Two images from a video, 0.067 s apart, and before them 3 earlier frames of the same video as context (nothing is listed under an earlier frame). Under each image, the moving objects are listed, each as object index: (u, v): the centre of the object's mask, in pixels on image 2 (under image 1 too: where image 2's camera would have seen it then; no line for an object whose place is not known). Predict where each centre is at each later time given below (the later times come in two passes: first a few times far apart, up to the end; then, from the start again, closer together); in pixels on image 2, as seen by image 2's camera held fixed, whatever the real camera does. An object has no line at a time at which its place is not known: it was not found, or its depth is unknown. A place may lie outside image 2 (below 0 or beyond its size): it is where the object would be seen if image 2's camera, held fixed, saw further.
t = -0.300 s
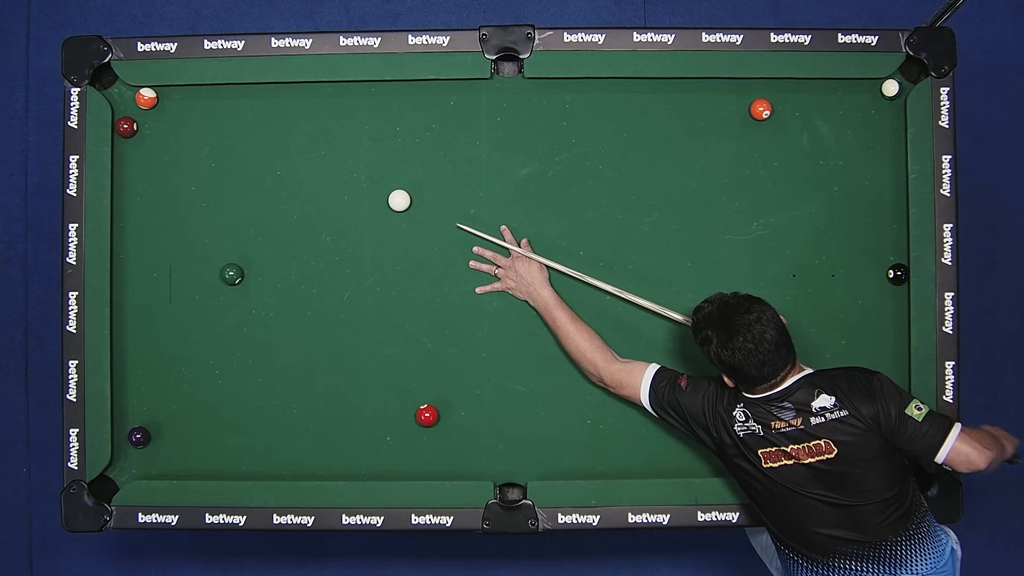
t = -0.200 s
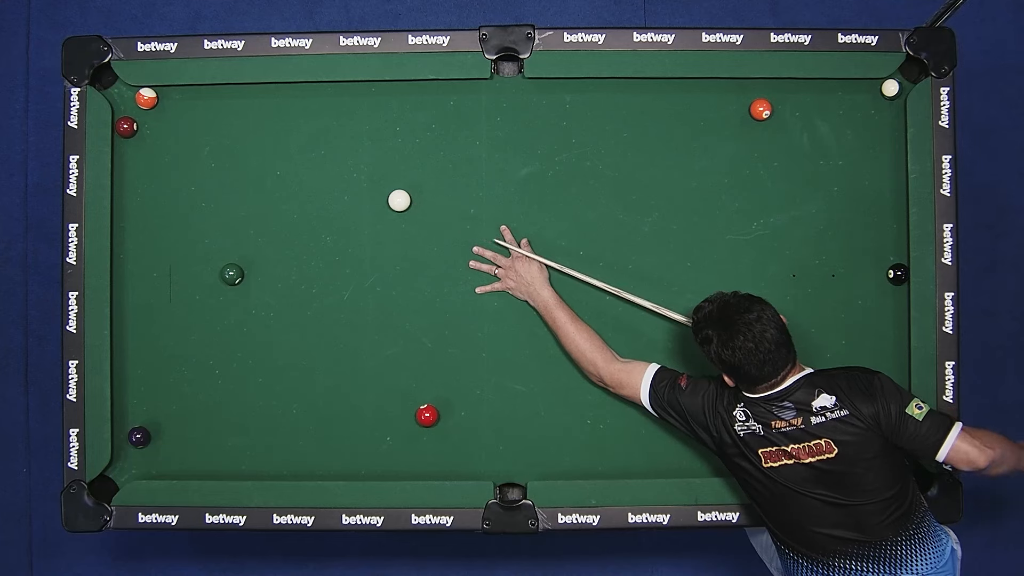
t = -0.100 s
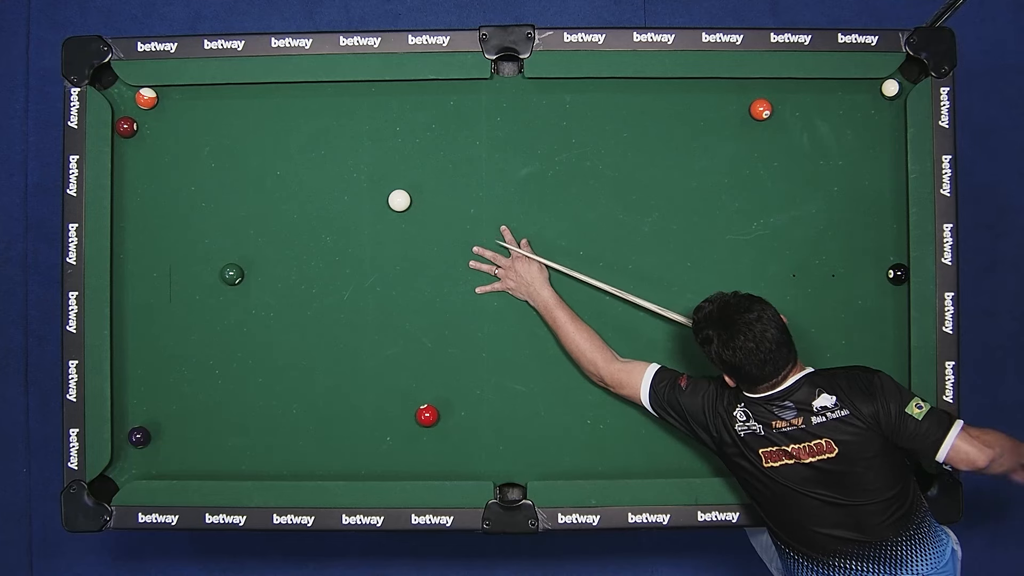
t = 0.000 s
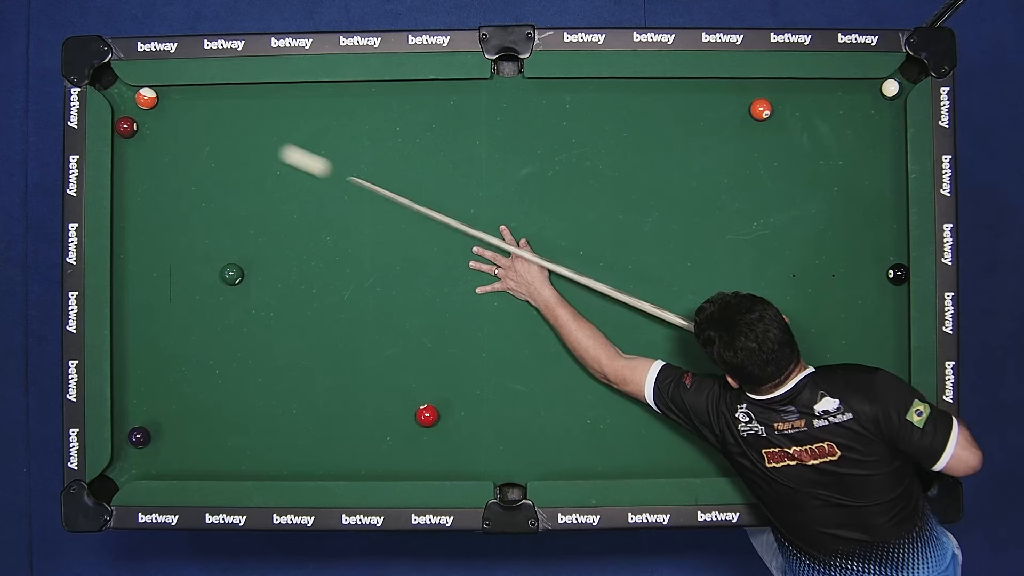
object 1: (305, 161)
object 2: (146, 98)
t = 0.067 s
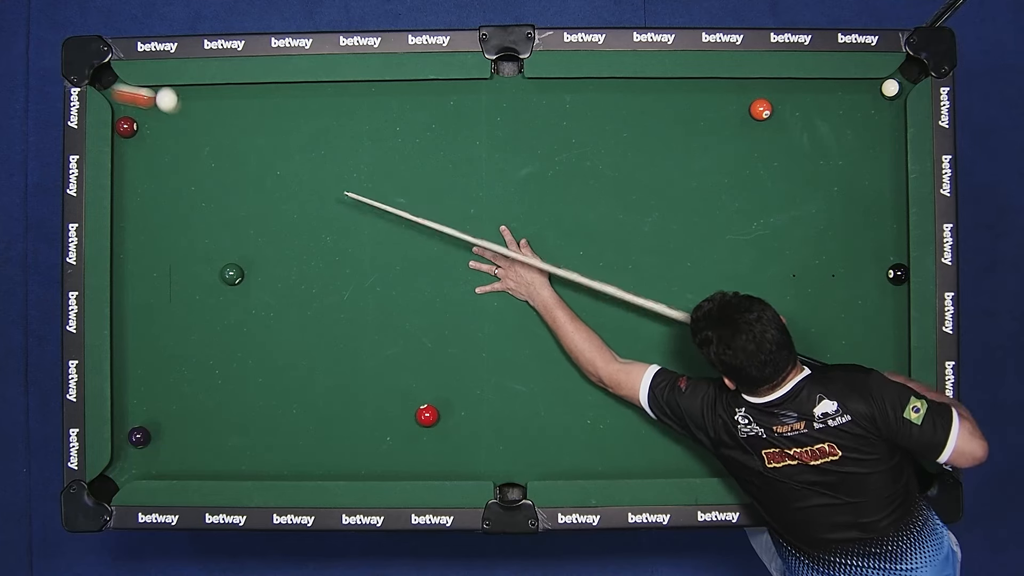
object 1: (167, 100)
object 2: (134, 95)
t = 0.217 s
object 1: (184, 137)
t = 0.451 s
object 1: (249, 209)
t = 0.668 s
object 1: (340, 274)
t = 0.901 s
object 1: (438, 345)
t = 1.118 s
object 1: (528, 408)
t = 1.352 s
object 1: (620, 465)
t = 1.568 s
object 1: (683, 436)
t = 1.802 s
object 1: (749, 411)
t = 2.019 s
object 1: (807, 389)
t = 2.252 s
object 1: (867, 365)
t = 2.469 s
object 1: (889, 349)
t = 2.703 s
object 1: (862, 339)
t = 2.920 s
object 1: (839, 331)
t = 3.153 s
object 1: (816, 323)
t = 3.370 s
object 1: (798, 317)
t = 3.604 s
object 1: (780, 311)
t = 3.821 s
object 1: (765, 306)
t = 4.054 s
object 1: (752, 302)
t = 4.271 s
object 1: (742, 299)
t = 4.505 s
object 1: (734, 297)
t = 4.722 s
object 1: (728, 295)
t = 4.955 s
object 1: (725, 294)
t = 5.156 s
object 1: (724, 294)
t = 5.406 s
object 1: (724, 294)
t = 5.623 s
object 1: (724, 294)
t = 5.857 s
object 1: (724, 294)
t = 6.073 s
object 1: (724, 294)
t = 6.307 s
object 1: (724, 294)
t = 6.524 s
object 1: (724, 294)
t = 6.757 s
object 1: (724, 294)
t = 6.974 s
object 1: (724, 294)
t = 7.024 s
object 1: (724, 294)
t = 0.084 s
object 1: (167, 95)
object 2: (107, 83)
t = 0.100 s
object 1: (168, 100)
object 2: (105, 73)
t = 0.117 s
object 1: (170, 105)
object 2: (102, 73)
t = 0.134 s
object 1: (172, 111)
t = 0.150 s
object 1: (173, 116)
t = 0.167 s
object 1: (176, 121)
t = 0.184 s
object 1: (178, 126)
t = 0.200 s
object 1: (181, 132)
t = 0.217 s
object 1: (184, 137)
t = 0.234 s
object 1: (187, 142)
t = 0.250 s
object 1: (190, 147)
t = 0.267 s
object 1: (194, 153)
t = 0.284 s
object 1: (198, 158)
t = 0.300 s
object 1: (202, 163)
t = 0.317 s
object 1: (206, 168)
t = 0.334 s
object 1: (211, 173)
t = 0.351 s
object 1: (216, 178)
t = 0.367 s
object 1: (221, 183)
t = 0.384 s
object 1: (226, 188)
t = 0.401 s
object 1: (231, 194)
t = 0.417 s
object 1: (237, 199)
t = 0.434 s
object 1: (243, 204)
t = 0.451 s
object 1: (249, 209)
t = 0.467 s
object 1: (256, 214)
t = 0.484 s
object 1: (263, 219)
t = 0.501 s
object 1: (270, 224)
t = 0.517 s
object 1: (276, 229)
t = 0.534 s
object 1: (284, 234)
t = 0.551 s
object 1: (291, 239)
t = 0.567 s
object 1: (298, 244)
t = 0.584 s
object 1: (305, 249)
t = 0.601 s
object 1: (312, 254)
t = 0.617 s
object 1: (319, 259)
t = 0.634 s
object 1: (326, 264)
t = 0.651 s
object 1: (333, 269)
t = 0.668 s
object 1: (340, 274)
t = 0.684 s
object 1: (347, 279)
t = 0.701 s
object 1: (354, 284)
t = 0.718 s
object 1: (361, 289)
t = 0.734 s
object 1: (368, 295)
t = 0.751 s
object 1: (375, 299)
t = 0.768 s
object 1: (382, 305)
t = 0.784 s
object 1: (389, 310)
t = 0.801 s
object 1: (396, 315)
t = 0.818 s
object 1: (403, 320)
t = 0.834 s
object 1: (410, 325)
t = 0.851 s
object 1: (417, 330)
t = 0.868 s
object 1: (424, 335)
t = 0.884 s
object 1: (431, 340)
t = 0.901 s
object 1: (438, 345)
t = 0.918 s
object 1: (445, 349)
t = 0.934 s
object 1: (452, 355)
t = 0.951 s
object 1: (459, 359)
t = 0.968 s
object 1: (466, 365)
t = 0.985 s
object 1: (473, 369)
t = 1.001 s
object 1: (480, 374)
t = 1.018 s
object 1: (487, 379)
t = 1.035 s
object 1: (494, 384)
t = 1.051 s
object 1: (500, 389)
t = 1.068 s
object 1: (508, 394)
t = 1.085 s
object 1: (514, 399)
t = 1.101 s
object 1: (521, 404)
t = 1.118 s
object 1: (528, 408)
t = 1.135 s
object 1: (535, 413)
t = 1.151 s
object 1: (542, 418)
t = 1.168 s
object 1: (548, 423)
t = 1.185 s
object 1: (555, 428)
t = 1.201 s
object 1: (562, 432)
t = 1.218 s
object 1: (569, 437)
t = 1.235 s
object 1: (576, 442)
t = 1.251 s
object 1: (582, 447)
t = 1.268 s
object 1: (589, 452)
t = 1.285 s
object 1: (596, 456)
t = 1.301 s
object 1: (603, 461)
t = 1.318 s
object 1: (609, 466)
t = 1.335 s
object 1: (615, 468)
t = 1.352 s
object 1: (620, 465)
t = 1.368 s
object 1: (625, 462)
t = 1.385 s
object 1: (629, 459)
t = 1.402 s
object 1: (635, 456)
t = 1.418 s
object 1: (640, 453)
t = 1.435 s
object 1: (645, 451)
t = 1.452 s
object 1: (649, 450)
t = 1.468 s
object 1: (654, 448)
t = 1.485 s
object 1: (659, 446)
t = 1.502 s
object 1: (664, 444)
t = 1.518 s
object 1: (669, 442)
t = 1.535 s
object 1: (674, 440)
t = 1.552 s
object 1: (678, 438)
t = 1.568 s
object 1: (683, 436)
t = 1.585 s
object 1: (688, 435)
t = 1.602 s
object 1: (693, 433)
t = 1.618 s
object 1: (697, 431)
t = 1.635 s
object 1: (702, 429)
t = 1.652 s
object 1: (707, 427)
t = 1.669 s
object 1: (712, 425)
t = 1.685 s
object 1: (716, 424)
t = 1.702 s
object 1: (721, 422)
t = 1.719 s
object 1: (726, 420)
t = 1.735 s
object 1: (731, 418)
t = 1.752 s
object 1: (735, 417)
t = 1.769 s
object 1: (740, 415)
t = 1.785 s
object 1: (744, 413)
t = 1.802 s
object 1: (749, 411)
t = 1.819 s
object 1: (754, 409)
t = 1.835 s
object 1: (758, 408)
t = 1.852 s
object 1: (763, 406)
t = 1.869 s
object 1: (767, 404)
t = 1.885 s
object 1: (772, 402)
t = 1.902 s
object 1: (776, 400)
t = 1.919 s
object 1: (781, 399)
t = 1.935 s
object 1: (785, 397)
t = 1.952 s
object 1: (790, 395)
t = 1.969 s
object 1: (794, 394)
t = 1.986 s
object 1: (799, 392)
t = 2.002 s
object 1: (803, 390)
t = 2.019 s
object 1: (807, 389)
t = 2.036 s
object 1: (812, 387)
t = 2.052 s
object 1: (816, 385)
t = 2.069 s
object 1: (821, 383)
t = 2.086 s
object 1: (825, 382)
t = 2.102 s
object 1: (829, 380)
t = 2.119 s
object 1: (833, 379)
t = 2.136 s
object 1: (837, 377)
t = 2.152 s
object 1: (842, 375)
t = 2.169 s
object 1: (846, 373)
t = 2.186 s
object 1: (850, 372)
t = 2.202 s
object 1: (855, 370)
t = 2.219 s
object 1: (859, 368)
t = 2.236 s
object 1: (863, 367)
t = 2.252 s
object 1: (867, 365)
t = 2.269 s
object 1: (871, 364)
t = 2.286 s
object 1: (875, 362)
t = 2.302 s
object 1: (879, 361)
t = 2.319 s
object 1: (883, 359)
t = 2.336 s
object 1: (888, 357)
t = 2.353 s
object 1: (892, 356)
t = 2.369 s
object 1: (896, 354)
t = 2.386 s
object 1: (899, 353)
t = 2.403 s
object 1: (898, 352)
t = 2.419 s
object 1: (895, 351)
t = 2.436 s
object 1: (893, 350)
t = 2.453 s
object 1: (891, 350)
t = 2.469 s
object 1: (889, 349)
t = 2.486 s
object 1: (887, 348)
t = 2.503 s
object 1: (884, 347)
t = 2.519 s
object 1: (882, 347)
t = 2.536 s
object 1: (881, 346)
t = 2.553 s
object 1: (879, 345)
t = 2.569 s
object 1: (877, 345)
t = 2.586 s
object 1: (875, 344)
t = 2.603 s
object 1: (873, 343)
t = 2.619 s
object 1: (871, 343)
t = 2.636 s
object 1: (869, 342)
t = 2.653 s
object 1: (867, 341)
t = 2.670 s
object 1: (865, 340)
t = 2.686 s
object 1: (863, 340)
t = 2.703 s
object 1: (862, 339)
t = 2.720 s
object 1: (860, 338)
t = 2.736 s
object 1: (858, 338)
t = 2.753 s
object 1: (856, 337)
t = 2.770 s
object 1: (854, 337)
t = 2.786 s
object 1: (853, 336)
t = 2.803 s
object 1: (851, 335)
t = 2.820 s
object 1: (849, 335)
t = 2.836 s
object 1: (847, 334)
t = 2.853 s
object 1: (846, 333)
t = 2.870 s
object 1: (844, 333)
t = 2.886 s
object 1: (842, 332)
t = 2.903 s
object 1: (840, 332)
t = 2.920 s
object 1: (839, 331)
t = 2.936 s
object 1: (837, 330)
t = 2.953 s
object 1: (835, 330)
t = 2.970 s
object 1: (834, 329)
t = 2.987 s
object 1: (832, 329)
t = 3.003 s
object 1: (830, 328)
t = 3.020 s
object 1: (829, 327)
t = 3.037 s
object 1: (827, 327)
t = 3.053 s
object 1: (826, 326)
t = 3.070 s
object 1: (824, 326)
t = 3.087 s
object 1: (822, 325)
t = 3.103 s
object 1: (821, 325)
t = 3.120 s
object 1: (819, 324)
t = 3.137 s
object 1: (818, 324)
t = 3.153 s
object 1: (816, 323)
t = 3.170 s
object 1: (815, 322)
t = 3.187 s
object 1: (813, 322)
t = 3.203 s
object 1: (812, 321)
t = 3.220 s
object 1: (810, 321)
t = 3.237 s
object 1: (809, 320)
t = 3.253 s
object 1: (807, 320)
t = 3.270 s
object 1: (806, 319)
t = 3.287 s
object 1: (805, 319)
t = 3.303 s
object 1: (803, 318)
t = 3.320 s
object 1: (802, 318)
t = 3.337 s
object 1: (800, 317)
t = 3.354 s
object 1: (799, 317)
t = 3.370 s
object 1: (798, 317)
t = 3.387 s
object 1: (796, 316)
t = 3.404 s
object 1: (795, 316)
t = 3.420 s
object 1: (794, 315)
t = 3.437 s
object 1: (792, 315)
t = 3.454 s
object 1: (791, 314)
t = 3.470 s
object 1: (790, 314)
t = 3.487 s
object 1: (788, 313)
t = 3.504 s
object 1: (787, 313)
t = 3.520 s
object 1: (786, 313)
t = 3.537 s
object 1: (785, 312)
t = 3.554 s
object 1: (783, 312)
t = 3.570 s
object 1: (782, 311)
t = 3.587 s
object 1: (781, 311)
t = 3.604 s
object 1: (780, 311)
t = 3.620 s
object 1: (778, 310)
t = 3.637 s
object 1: (777, 310)
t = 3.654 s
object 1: (776, 310)
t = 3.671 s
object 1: (775, 309)
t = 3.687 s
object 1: (774, 309)
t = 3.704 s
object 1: (773, 308)
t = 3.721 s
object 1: (772, 308)
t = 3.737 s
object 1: (770, 308)
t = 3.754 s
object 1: (769, 307)
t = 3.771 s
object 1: (768, 307)
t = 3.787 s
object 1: (767, 307)
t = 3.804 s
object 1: (766, 307)
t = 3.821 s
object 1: (765, 306)
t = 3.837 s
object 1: (764, 306)
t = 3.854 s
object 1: (763, 305)
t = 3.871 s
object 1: (762, 305)
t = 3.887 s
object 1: (761, 305)
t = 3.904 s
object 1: (760, 305)
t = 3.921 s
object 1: (759, 305)
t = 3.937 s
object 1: (758, 304)
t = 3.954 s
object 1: (757, 304)
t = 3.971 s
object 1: (756, 304)
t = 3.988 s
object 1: (755, 303)
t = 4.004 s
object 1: (754, 303)
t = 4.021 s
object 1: (753, 303)
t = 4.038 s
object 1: (753, 303)
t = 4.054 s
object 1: (752, 302)
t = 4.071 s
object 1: (751, 302)
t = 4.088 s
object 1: (750, 302)
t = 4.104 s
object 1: (749, 302)
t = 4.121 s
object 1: (748, 301)
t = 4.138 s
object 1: (748, 301)
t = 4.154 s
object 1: (747, 301)
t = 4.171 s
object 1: (746, 301)
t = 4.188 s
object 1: (745, 300)
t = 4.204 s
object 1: (745, 300)
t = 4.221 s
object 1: (744, 300)
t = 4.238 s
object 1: (743, 300)
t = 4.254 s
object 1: (742, 300)
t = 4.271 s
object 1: (742, 299)
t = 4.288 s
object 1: (741, 299)
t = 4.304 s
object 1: (740, 299)
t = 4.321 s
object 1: (740, 299)
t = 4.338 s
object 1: (739, 298)
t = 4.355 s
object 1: (739, 298)
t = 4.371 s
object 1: (738, 298)
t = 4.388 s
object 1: (737, 298)
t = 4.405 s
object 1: (737, 298)
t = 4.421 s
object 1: (736, 297)
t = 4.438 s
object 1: (736, 297)
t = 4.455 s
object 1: (735, 297)
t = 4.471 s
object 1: (734, 297)
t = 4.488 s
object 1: (734, 297)
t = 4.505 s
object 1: (734, 297)
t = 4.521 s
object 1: (733, 297)
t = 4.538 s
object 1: (733, 296)
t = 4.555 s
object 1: (732, 296)
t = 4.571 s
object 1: (732, 296)
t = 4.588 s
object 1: (731, 296)
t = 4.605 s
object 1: (731, 296)
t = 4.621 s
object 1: (730, 296)
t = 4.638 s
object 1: (730, 296)
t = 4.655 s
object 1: (729, 296)
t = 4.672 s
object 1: (729, 295)
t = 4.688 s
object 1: (729, 296)
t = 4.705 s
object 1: (728, 295)
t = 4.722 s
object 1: (728, 295)
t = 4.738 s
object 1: (728, 295)
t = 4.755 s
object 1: (727, 295)
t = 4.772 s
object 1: (727, 295)
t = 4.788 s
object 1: (727, 295)
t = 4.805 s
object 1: (726, 295)
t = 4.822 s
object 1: (726, 294)
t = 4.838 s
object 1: (726, 294)
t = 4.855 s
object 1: (726, 294)
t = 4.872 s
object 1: (726, 294)
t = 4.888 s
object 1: (725, 294)
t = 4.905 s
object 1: (725, 294)
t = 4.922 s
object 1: (725, 294)
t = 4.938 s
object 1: (725, 294)
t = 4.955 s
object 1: (725, 294)
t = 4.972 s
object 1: (725, 294)
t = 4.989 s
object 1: (725, 294)
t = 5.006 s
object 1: (725, 294)
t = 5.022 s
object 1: (724, 294)
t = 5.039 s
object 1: (724, 294)
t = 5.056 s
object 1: (724, 294)
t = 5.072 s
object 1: (724, 294)
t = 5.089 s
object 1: (724, 294)
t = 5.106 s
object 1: (724, 294)
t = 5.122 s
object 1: (724, 294)
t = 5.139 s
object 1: (724, 294)
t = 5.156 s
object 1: (724, 294)
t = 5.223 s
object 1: (724, 294)
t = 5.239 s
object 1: (724, 294)
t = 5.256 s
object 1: (724, 294)
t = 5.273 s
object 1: (724, 294)
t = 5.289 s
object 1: (724, 294)
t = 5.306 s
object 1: (724, 294)
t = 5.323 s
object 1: (724, 294)
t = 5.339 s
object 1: (724, 294)
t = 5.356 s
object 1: (724, 294)
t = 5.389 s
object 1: (724, 294)
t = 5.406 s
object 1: (724, 294)
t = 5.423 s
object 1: (724, 294)
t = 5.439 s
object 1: (724, 294)
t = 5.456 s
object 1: (724, 294)
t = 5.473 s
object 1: (724, 294)
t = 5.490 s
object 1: (724, 294)
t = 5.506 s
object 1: (724, 294)
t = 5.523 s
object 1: (724, 294)
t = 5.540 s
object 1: (724, 294)
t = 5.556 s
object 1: (724, 294)
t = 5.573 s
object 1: (724, 294)
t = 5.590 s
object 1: (724, 294)
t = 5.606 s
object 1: (724, 294)
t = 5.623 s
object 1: (724, 294)
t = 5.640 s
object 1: (724, 294)
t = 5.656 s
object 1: (724, 294)
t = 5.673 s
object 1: (724, 294)
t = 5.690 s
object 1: (724, 294)
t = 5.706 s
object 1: (724, 294)
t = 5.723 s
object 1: (724, 294)
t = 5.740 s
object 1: (724, 294)
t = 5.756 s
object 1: (724, 294)
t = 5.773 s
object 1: (724, 294)
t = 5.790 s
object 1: (724, 294)
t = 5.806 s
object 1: (724, 294)
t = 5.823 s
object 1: (724, 294)
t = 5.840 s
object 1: (724, 294)
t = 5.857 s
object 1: (724, 294)
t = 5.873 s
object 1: (724, 294)
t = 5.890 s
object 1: (724, 294)
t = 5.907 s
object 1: (724, 294)
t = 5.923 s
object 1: (724, 294)
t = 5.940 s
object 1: (724, 294)
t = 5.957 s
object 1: (724, 294)
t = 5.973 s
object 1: (724, 294)
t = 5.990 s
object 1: (724, 294)
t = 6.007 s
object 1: (724, 294)
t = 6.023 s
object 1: (724, 294)
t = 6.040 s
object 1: (724, 294)
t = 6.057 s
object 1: (724, 294)
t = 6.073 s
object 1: (724, 294)
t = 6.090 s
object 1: (724, 294)
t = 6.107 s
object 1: (724, 294)
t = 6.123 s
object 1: (724, 294)
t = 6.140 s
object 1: (724, 294)
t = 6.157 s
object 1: (724, 294)
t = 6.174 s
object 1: (724, 294)
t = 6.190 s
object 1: (724, 294)
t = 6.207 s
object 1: (724, 294)
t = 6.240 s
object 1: (724, 294)
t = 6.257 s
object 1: (724, 294)
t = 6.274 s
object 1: (724, 294)
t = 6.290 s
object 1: (724, 294)
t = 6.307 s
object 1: (724, 294)
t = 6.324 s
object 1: (724, 294)
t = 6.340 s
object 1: (724, 294)
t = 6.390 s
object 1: (724, 294)
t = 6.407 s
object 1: (724, 294)
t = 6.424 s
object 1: (724, 294)
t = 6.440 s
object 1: (724, 294)
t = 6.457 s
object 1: (724, 294)
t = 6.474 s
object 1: (724, 294)
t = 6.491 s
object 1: (724, 294)
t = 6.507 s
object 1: (724, 294)
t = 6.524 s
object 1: (724, 294)
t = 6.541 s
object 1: (724, 294)
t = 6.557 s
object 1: (724, 294)
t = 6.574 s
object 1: (724, 294)
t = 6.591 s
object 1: (724, 294)
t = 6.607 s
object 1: (724, 294)
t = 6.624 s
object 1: (724, 294)
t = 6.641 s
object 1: (724, 294)
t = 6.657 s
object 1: (724, 294)
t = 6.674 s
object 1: (724, 294)
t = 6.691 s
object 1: (724, 294)
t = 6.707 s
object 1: (724, 294)
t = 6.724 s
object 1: (724, 294)
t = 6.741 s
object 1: (724, 294)
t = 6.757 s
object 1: (724, 294)
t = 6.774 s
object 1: (724, 294)
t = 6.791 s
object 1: (724, 294)
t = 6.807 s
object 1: (724, 294)
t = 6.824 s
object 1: (724, 294)
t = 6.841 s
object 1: (724, 294)
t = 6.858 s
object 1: (724, 294)
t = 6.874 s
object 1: (724, 294)
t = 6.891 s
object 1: (724, 294)
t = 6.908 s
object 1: (724, 294)
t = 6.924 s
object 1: (724, 294)
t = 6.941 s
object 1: (724, 294)
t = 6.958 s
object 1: (724, 294)
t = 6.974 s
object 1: (724, 294)
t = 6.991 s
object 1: (724, 294)
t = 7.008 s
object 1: (724, 294)
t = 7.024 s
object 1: (724, 294)
